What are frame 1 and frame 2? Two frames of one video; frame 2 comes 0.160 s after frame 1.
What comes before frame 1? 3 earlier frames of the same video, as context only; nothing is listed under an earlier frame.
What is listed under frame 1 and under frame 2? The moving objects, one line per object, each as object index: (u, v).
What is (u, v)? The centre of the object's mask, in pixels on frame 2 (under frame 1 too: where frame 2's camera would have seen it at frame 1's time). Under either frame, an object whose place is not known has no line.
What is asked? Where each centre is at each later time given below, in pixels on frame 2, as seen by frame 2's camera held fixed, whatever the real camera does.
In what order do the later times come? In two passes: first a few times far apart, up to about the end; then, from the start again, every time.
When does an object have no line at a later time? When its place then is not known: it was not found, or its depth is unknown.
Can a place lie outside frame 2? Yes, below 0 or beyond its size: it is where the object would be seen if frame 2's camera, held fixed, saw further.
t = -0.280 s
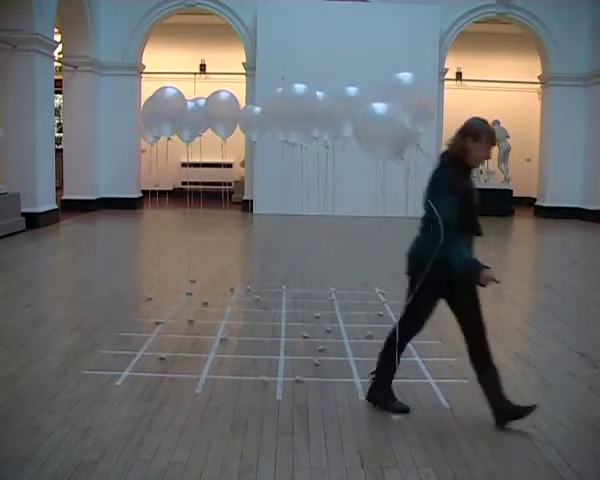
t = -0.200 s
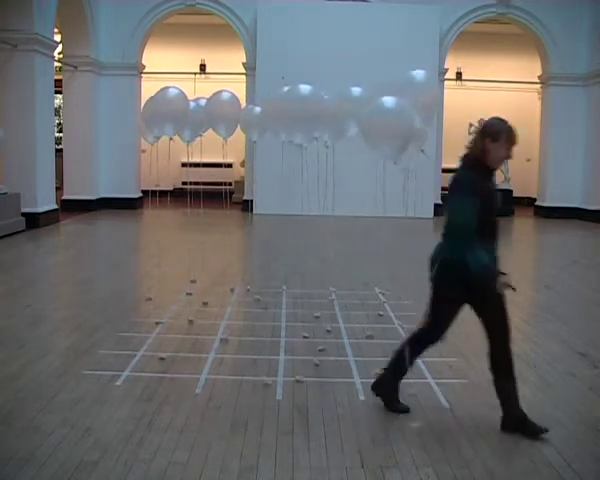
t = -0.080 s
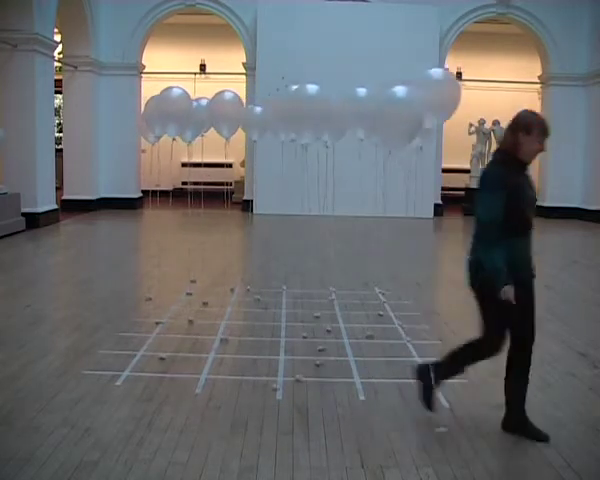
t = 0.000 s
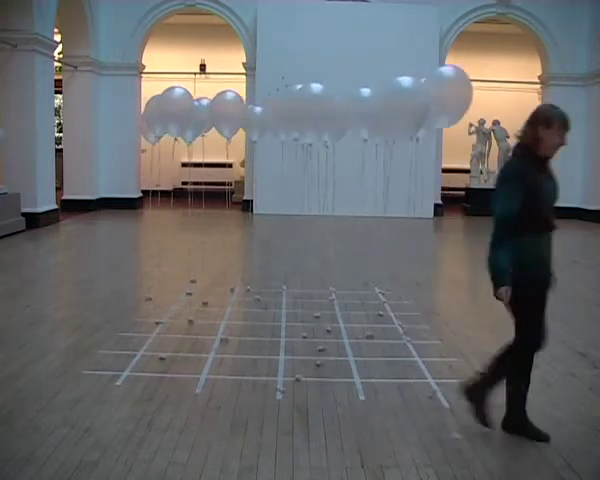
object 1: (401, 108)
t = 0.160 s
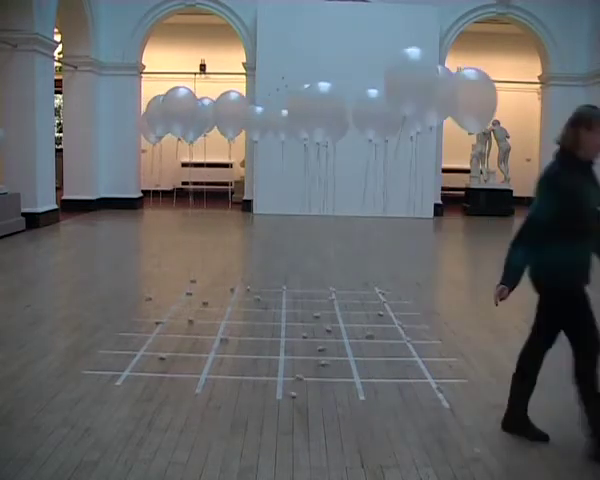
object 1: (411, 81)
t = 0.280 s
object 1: (414, 58)
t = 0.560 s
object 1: (425, 44)
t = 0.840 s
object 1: (441, 41)
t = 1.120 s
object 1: (458, 46)
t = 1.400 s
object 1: (477, 49)
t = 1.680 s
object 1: (491, 60)
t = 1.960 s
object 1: (498, 82)
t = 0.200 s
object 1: (412, 72)
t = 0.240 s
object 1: (413, 65)
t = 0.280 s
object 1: (414, 58)
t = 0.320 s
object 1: (415, 53)
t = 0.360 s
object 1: (417, 52)
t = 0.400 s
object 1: (419, 52)
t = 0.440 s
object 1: (420, 50)
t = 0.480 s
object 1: (421, 46)
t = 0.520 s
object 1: (423, 44)
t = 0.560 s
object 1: (425, 44)
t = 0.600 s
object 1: (429, 43)
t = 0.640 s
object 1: (430, 42)
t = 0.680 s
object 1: (432, 41)
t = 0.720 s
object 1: (434, 42)
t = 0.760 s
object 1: (437, 41)
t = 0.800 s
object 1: (439, 41)
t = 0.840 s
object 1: (441, 41)
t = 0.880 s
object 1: (444, 41)
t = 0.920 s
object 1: (446, 41)
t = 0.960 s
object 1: (449, 42)
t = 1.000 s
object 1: (451, 43)
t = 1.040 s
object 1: (453, 44)
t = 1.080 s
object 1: (455, 45)
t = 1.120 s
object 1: (458, 46)
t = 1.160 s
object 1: (461, 47)
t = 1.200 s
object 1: (464, 47)
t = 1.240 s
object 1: (467, 47)
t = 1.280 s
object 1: (469, 48)
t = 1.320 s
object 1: (472, 49)
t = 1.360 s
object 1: (475, 49)
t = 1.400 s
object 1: (477, 49)
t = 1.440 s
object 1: (480, 51)
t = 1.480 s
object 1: (482, 51)
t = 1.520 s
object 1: (484, 53)
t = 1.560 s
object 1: (486, 54)
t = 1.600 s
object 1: (488, 55)
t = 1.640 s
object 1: (489, 57)
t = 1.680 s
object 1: (491, 60)
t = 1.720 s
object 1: (492, 61)
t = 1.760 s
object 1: (493, 63)
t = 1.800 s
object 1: (495, 60)
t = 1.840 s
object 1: (496, 61)
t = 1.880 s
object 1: (496, 64)
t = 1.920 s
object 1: (496, 75)
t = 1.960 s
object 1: (498, 82)
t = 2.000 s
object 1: (499, 84)
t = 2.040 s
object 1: (499, 87)
